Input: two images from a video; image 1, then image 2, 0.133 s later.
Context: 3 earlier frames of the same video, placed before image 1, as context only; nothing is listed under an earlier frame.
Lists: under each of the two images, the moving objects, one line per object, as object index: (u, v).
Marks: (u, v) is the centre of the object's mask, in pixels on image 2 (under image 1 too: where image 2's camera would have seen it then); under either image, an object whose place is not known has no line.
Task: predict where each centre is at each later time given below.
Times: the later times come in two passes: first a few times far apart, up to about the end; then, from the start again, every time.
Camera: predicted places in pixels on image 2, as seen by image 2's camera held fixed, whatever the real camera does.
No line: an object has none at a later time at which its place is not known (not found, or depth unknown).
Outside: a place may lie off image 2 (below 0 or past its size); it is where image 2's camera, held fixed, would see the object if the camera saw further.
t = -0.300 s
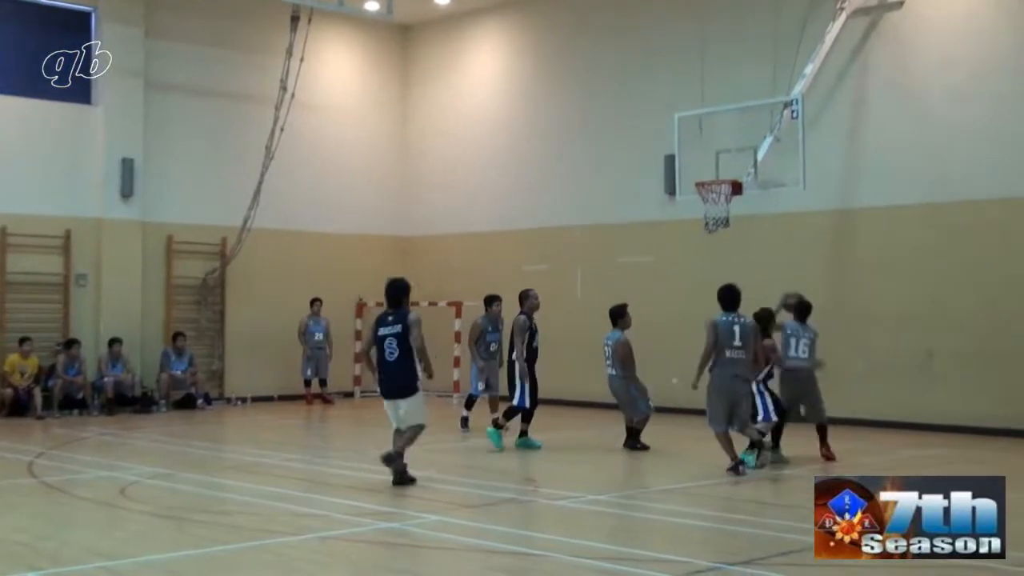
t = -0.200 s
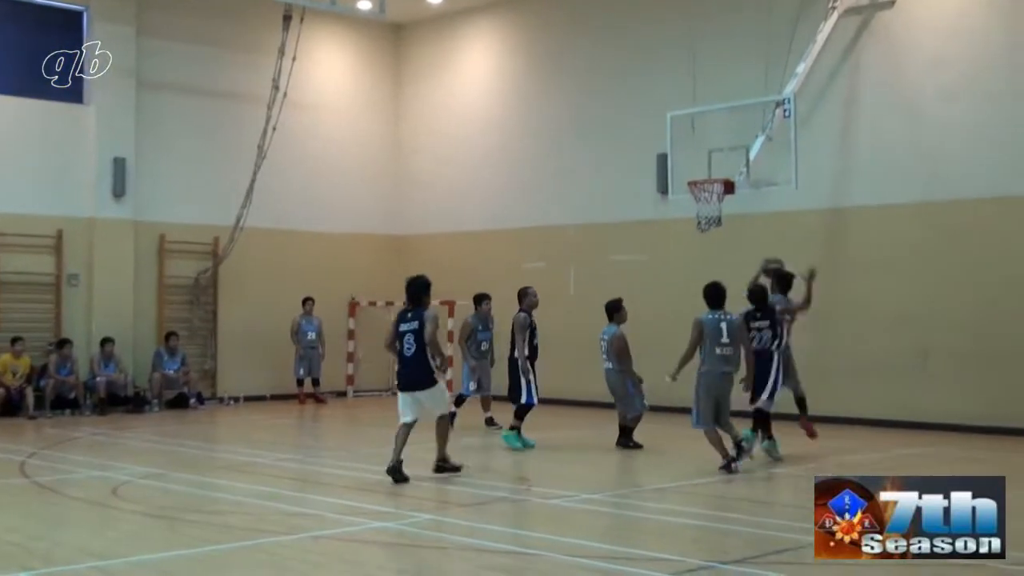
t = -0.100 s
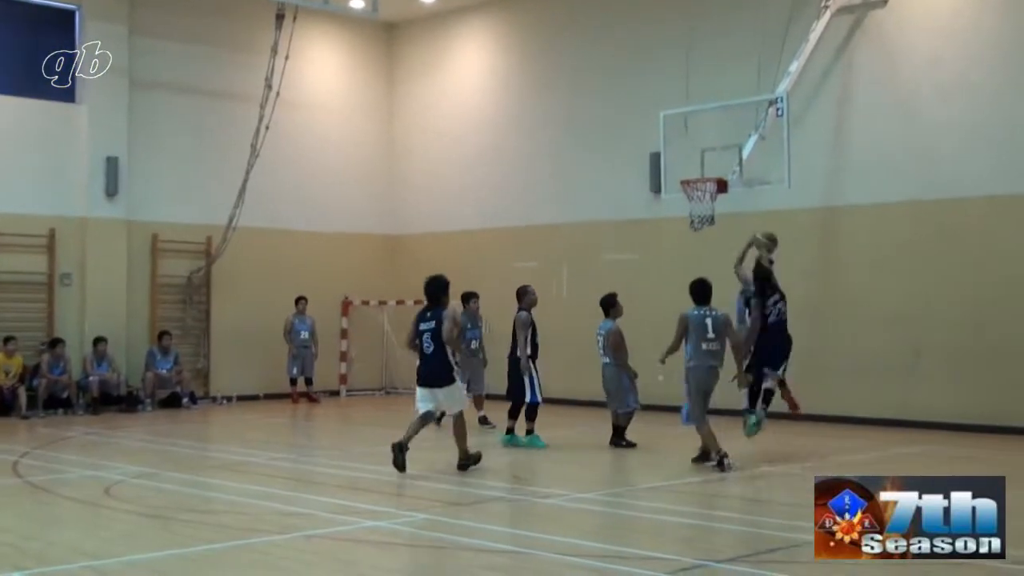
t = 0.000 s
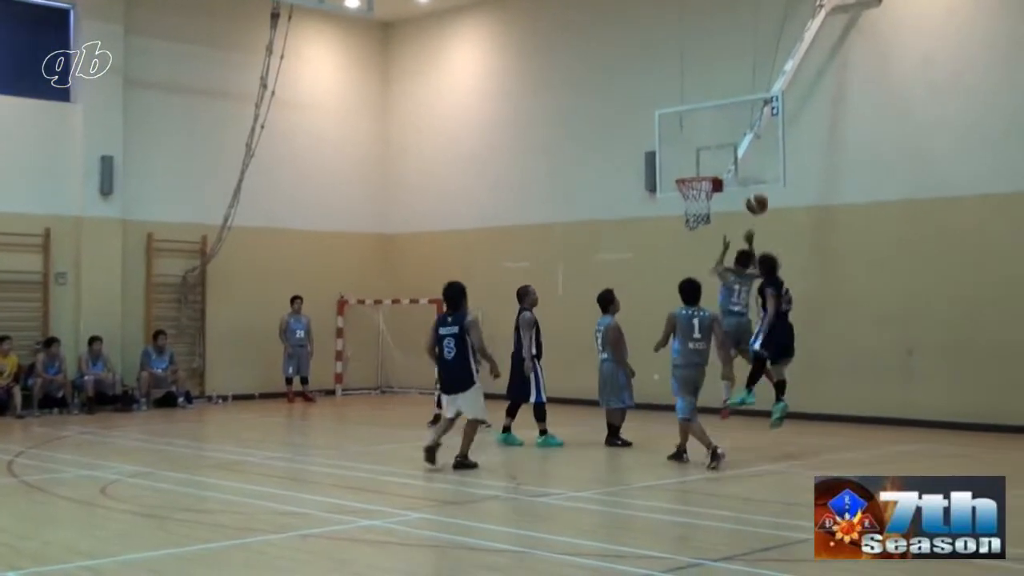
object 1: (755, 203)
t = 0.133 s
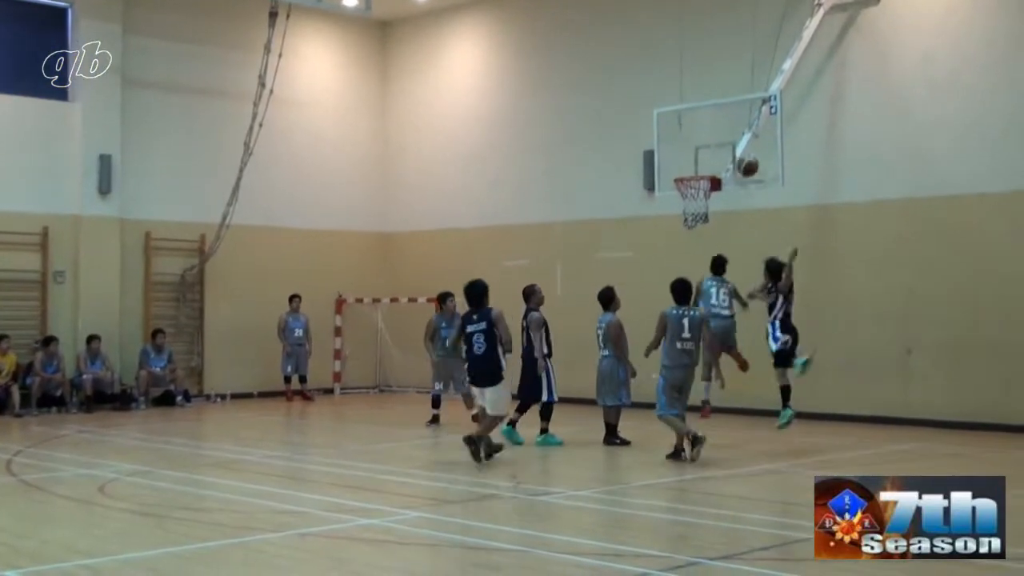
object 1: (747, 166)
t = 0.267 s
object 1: (739, 147)
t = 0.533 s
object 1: (707, 161)
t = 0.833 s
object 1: (683, 222)
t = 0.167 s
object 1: (747, 162)
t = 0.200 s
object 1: (745, 157)
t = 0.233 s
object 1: (742, 150)
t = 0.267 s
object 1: (739, 147)
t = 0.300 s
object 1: (735, 145)
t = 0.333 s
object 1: (731, 145)
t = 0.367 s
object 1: (728, 146)
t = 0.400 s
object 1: (724, 147)
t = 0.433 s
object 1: (719, 148)
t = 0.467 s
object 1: (716, 152)
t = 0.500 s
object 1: (712, 156)
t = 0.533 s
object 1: (707, 161)
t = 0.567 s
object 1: (703, 166)
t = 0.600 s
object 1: (699, 174)
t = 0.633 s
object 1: (695, 182)
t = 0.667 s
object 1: (690, 192)
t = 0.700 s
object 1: (688, 198)
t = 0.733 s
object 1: (686, 206)
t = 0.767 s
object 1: (685, 212)
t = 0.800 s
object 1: (683, 215)
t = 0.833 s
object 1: (683, 222)
